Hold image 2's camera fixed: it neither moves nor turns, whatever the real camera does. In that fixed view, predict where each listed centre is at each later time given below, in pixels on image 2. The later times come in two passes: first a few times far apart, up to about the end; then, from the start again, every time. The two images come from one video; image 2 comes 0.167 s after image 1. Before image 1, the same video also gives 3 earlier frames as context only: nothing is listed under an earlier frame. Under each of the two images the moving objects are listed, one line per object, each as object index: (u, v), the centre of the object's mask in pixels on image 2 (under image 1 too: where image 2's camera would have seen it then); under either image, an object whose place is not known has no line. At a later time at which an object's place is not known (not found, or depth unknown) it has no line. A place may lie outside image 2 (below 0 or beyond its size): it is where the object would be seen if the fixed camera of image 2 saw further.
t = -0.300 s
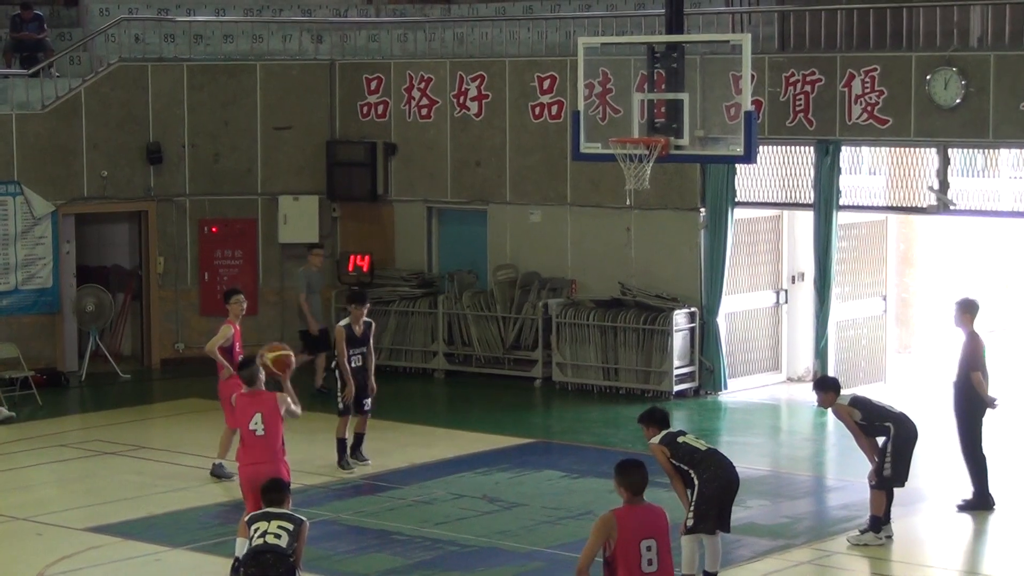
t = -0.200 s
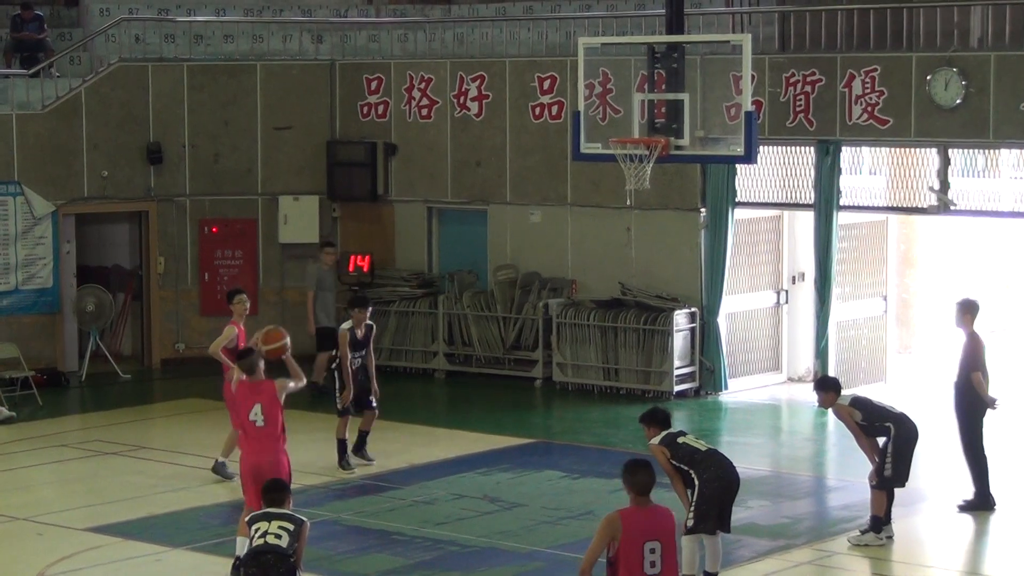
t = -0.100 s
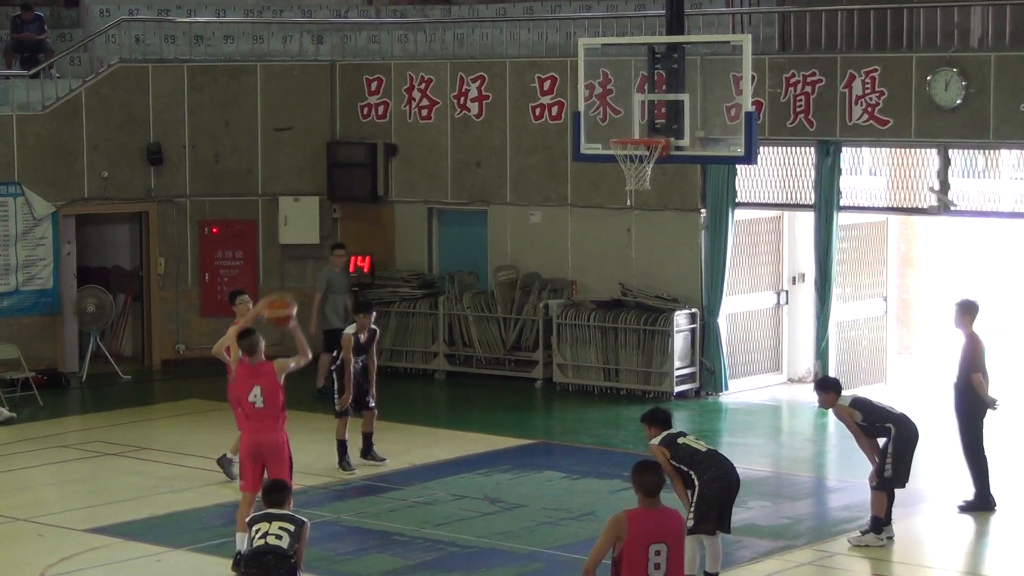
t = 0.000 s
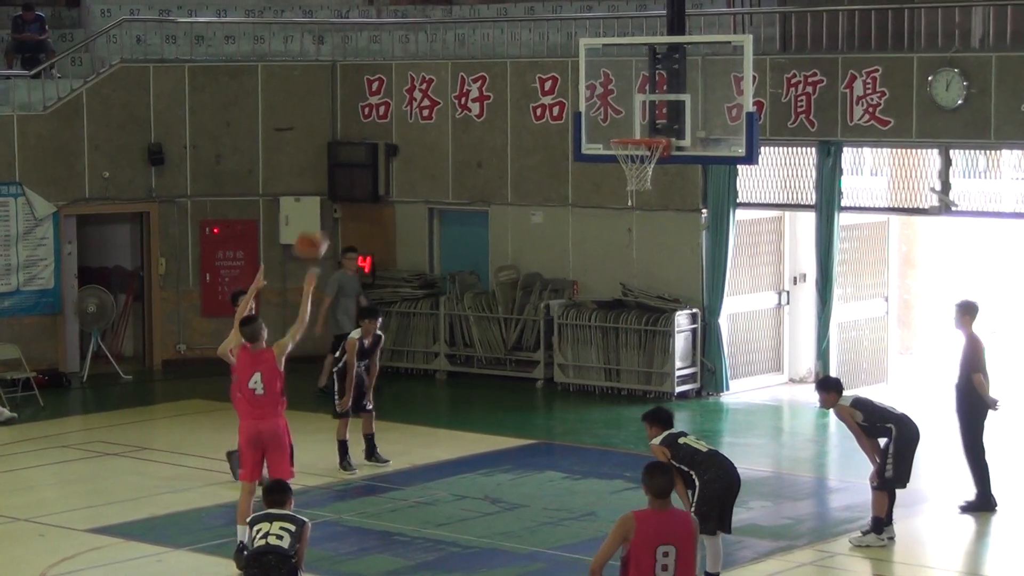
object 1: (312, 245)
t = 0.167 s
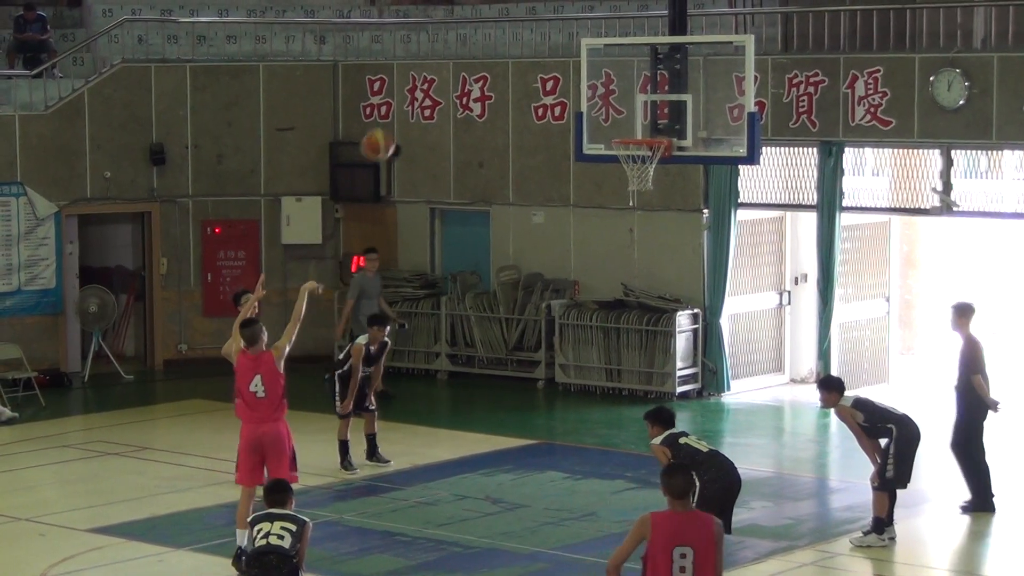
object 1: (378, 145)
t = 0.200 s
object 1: (391, 130)
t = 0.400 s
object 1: (464, 71)
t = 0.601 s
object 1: (533, 65)
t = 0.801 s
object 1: (594, 103)
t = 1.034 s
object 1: (650, 126)
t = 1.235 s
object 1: (649, 95)
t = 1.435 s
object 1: (641, 109)
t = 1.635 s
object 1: (641, 136)
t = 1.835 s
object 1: (641, 186)
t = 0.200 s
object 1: (391, 130)
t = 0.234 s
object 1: (403, 117)
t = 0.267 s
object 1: (416, 104)
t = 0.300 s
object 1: (427, 95)
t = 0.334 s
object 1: (439, 86)
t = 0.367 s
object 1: (452, 78)
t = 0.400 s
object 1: (464, 71)
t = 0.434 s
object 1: (476, 68)
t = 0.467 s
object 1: (488, 64)
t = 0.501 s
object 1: (498, 62)
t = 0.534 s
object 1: (510, 62)
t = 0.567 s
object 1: (520, 64)
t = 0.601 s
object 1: (533, 65)
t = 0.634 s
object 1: (544, 69)
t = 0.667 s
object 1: (554, 72)
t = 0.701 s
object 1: (564, 78)
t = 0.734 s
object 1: (574, 85)
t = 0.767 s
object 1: (585, 93)
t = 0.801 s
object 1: (594, 103)
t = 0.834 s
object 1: (605, 114)
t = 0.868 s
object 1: (615, 126)
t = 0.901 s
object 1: (623, 126)
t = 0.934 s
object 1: (630, 126)
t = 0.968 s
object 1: (638, 126)
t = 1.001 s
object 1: (644, 128)
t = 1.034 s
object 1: (650, 126)
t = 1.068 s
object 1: (654, 117)
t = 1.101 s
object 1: (656, 111)
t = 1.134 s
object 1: (654, 105)
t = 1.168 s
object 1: (652, 100)
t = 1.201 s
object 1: (650, 97)
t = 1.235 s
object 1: (649, 95)
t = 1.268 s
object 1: (647, 94)
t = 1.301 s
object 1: (647, 95)
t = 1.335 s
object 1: (646, 96)
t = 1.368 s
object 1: (644, 99)
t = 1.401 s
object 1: (642, 104)
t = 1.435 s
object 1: (641, 109)
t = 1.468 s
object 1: (639, 115)
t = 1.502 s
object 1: (639, 123)
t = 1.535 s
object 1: (636, 130)
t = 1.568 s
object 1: (638, 131)
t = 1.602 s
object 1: (638, 134)
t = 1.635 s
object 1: (641, 136)
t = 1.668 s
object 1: (646, 138)
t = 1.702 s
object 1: (639, 155)
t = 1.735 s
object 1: (638, 156)
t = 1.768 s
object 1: (638, 165)
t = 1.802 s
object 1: (641, 177)
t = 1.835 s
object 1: (641, 186)
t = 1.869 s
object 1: (640, 198)
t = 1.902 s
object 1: (640, 209)
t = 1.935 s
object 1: (639, 222)
